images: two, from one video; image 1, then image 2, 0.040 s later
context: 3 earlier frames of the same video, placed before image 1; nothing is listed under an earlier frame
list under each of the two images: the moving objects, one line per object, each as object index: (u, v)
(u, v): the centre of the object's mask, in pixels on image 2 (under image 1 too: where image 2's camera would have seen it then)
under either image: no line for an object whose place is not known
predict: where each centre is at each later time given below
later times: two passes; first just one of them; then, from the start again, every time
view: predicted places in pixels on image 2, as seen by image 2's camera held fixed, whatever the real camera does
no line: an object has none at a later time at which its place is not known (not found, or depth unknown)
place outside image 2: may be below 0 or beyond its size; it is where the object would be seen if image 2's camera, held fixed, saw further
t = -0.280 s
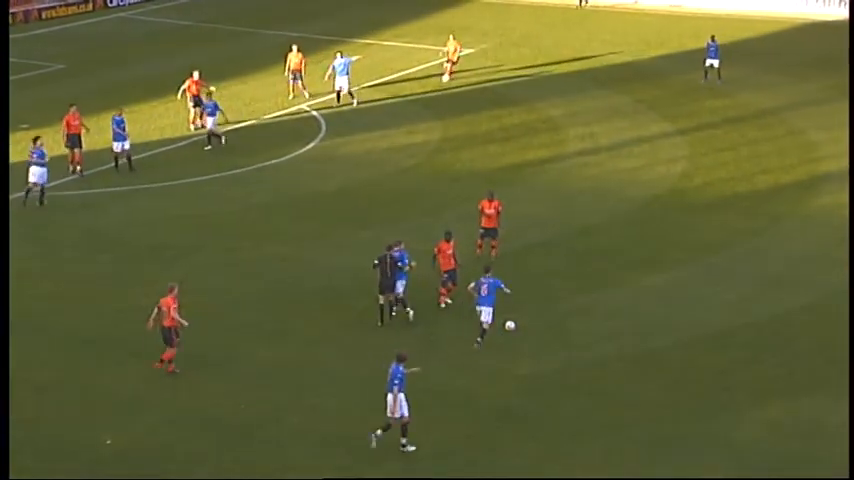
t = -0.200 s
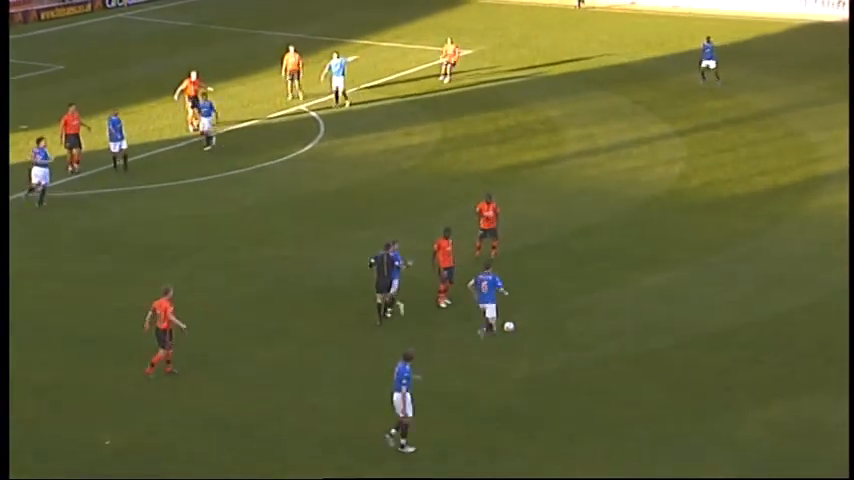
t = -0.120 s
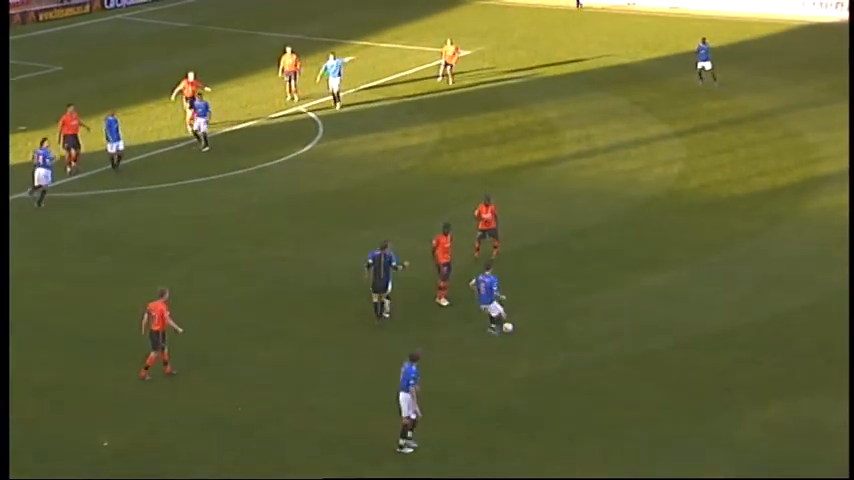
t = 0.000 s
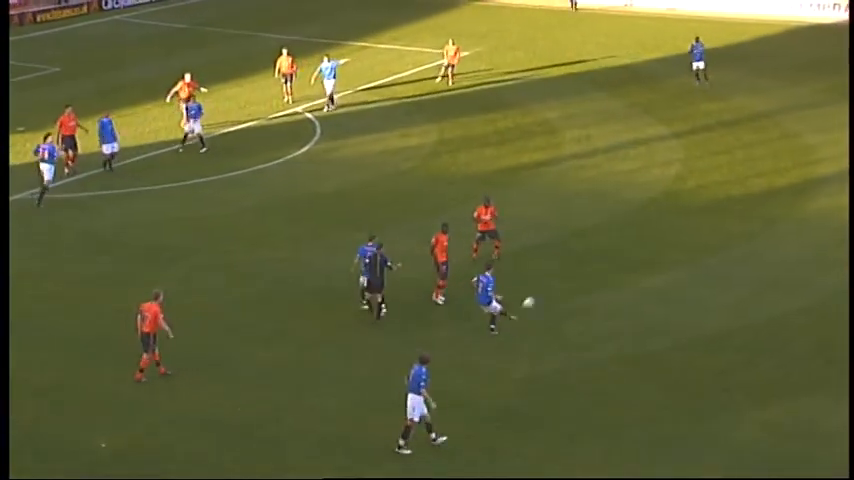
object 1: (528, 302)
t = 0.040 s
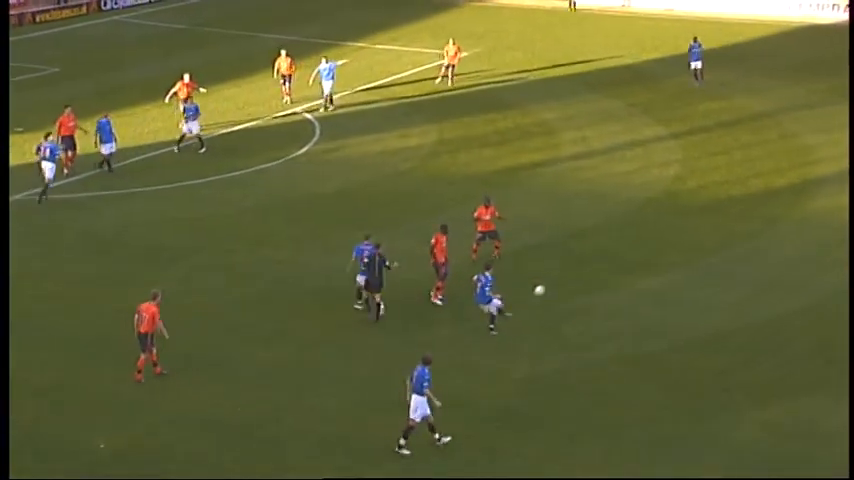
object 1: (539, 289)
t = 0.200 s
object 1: (577, 253)
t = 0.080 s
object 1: (549, 279)
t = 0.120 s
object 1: (558, 269)
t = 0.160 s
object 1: (567, 260)
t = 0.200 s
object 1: (577, 253)
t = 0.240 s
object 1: (584, 246)
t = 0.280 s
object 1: (592, 239)
